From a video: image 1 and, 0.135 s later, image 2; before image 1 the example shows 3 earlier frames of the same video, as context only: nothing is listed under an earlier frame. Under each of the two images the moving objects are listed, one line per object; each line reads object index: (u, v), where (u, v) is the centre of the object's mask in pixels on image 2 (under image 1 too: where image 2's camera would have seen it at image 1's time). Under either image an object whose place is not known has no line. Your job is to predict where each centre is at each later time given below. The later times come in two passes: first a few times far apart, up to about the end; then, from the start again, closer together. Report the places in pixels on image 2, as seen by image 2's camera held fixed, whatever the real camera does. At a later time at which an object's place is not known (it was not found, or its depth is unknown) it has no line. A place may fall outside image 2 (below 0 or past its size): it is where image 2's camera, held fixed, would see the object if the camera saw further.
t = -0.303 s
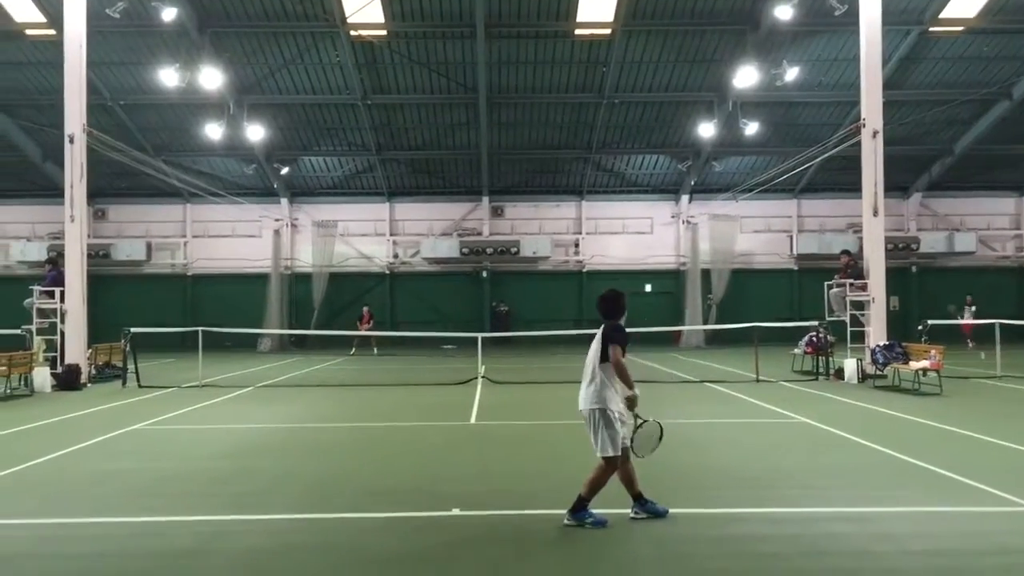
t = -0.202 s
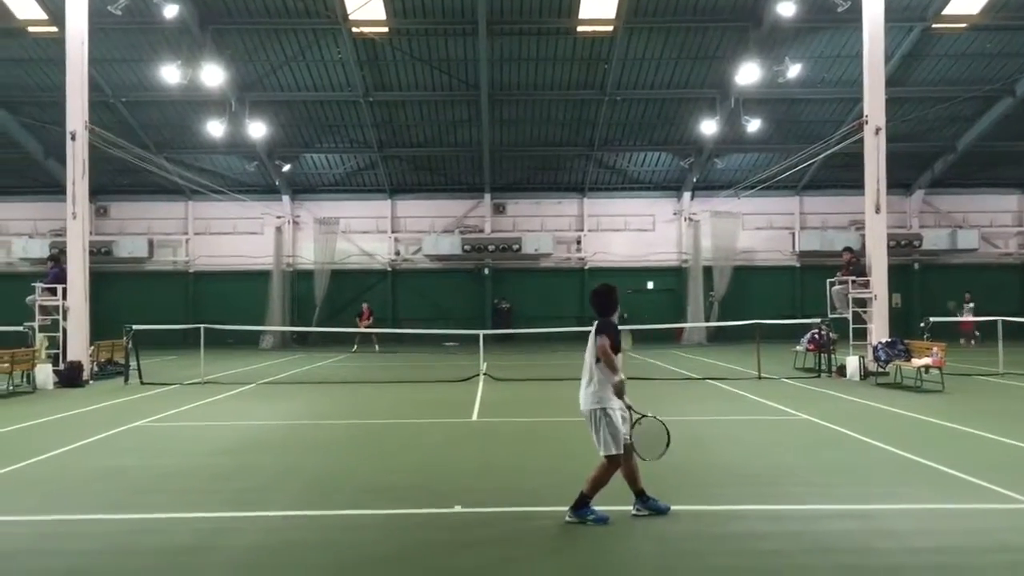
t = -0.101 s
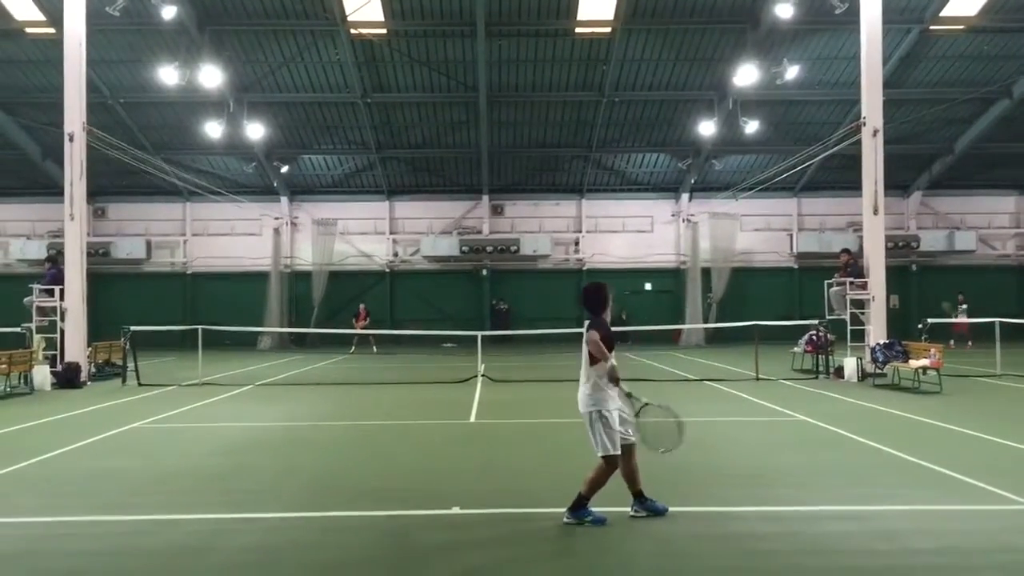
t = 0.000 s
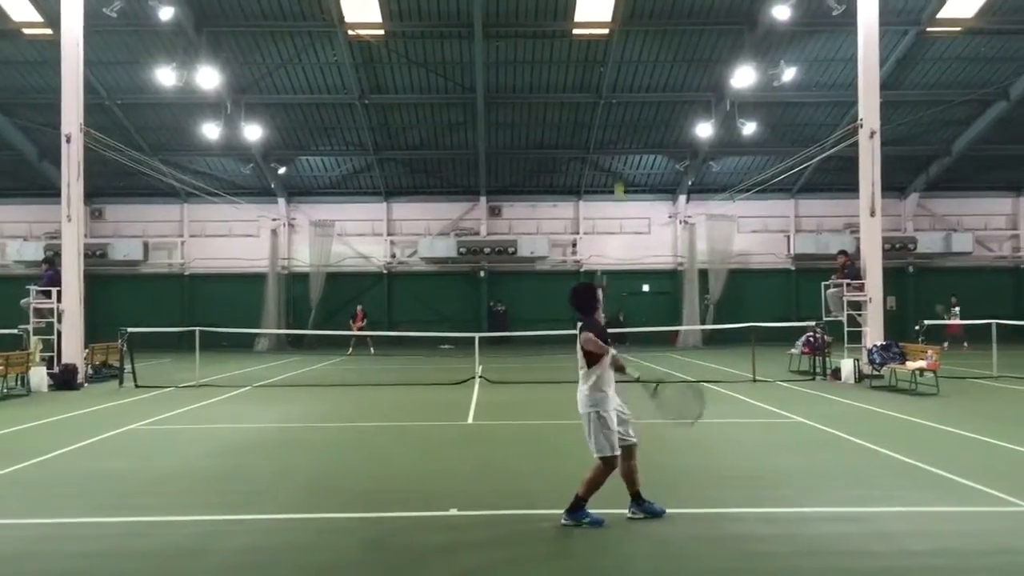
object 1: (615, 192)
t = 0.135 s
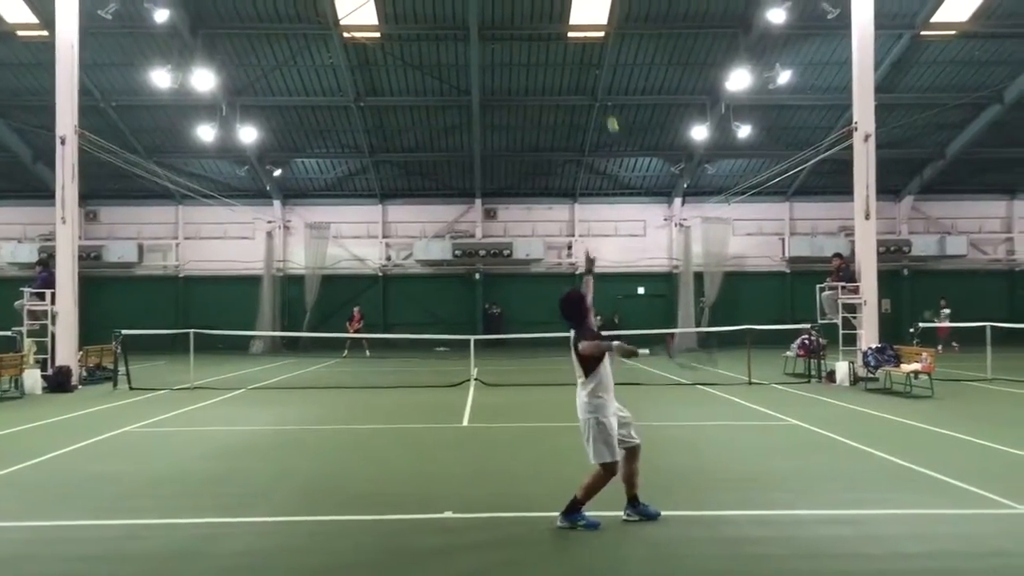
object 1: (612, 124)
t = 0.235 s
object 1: (611, 87)
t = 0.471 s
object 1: (609, 50)
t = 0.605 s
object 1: (608, 60)
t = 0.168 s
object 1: (612, 110)
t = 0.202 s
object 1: (612, 97)
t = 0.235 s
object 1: (611, 87)
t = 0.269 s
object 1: (611, 77)
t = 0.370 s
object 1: (610, 57)
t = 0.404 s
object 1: (610, 53)
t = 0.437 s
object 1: (609, 51)
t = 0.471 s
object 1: (609, 50)
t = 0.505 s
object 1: (609, 50)
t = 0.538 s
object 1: (609, 51)
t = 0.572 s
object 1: (609, 54)
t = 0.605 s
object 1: (608, 60)
